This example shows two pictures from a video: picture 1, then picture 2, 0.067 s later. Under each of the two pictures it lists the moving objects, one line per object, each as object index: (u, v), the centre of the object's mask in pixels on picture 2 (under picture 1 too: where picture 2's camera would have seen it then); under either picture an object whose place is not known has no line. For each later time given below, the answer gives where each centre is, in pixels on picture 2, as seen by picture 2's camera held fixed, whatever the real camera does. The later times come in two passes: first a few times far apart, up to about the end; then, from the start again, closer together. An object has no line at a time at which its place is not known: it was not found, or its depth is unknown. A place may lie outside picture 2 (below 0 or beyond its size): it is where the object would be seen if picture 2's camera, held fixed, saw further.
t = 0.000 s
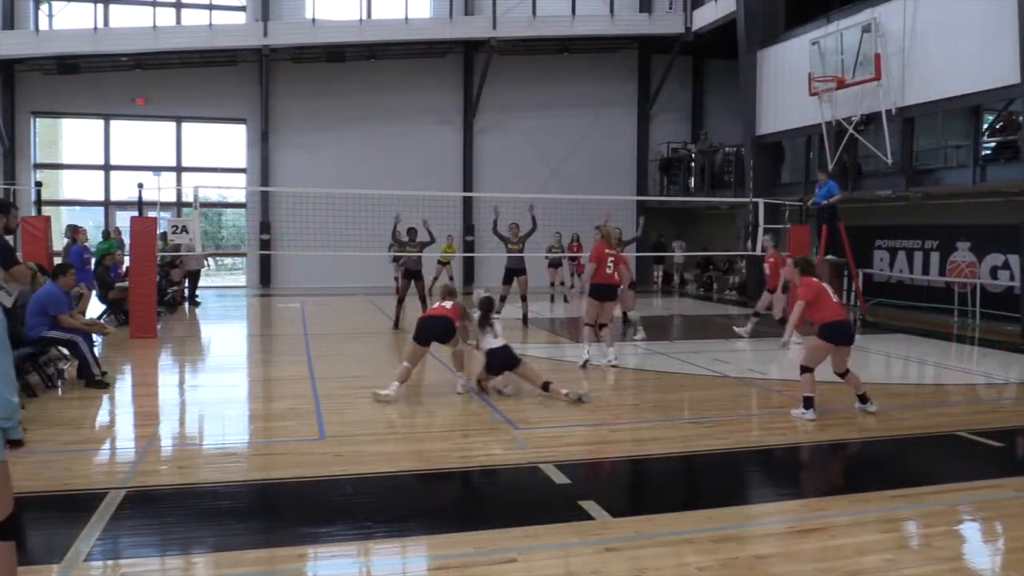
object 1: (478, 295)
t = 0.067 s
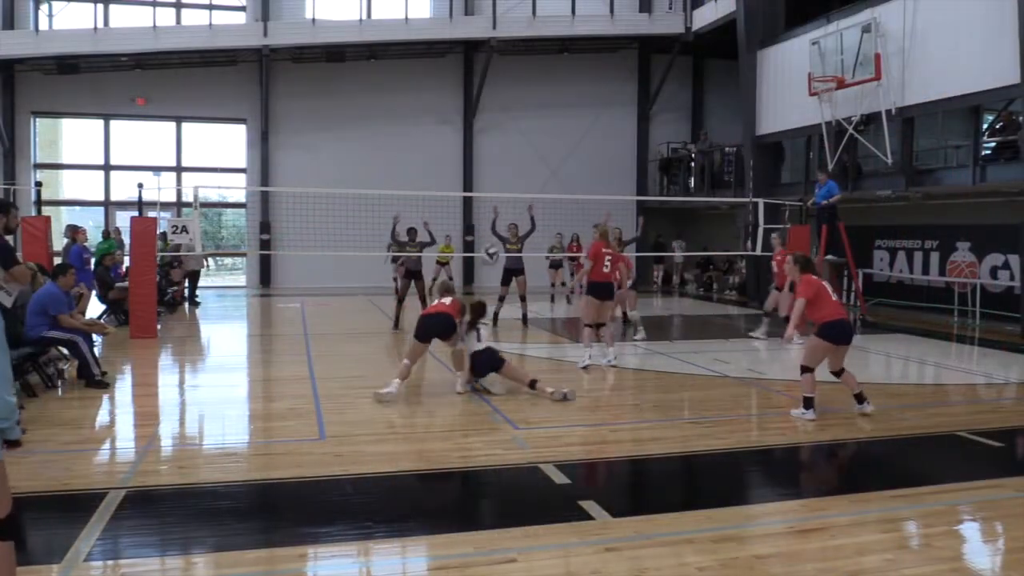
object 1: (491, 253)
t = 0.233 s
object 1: (509, 171)
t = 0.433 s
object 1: (531, 108)
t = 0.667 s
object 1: (554, 82)
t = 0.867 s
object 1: (572, 94)
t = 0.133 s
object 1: (498, 217)
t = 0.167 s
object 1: (501, 201)
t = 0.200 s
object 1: (505, 185)
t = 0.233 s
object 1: (509, 171)
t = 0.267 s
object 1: (513, 159)
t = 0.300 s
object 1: (516, 145)
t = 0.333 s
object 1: (520, 135)
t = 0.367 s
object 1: (524, 126)
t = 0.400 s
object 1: (527, 117)
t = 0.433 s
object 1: (531, 108)
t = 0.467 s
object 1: (534, 103)
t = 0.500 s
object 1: (537, 95)
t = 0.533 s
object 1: (541, 91)
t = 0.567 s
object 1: (544, 89)
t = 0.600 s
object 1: (547, 84)
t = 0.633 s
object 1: (551, 83)
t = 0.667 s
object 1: (554, 82)
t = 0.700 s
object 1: (557, 82)
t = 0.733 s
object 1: (562, 82)
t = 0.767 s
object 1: (564, 84)
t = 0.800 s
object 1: (566, 87)
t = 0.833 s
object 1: (569, 90)
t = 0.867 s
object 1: (572, 94)
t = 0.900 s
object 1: (576, 102)
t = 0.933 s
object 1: (580, 108)
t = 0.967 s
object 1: (583, 116)
